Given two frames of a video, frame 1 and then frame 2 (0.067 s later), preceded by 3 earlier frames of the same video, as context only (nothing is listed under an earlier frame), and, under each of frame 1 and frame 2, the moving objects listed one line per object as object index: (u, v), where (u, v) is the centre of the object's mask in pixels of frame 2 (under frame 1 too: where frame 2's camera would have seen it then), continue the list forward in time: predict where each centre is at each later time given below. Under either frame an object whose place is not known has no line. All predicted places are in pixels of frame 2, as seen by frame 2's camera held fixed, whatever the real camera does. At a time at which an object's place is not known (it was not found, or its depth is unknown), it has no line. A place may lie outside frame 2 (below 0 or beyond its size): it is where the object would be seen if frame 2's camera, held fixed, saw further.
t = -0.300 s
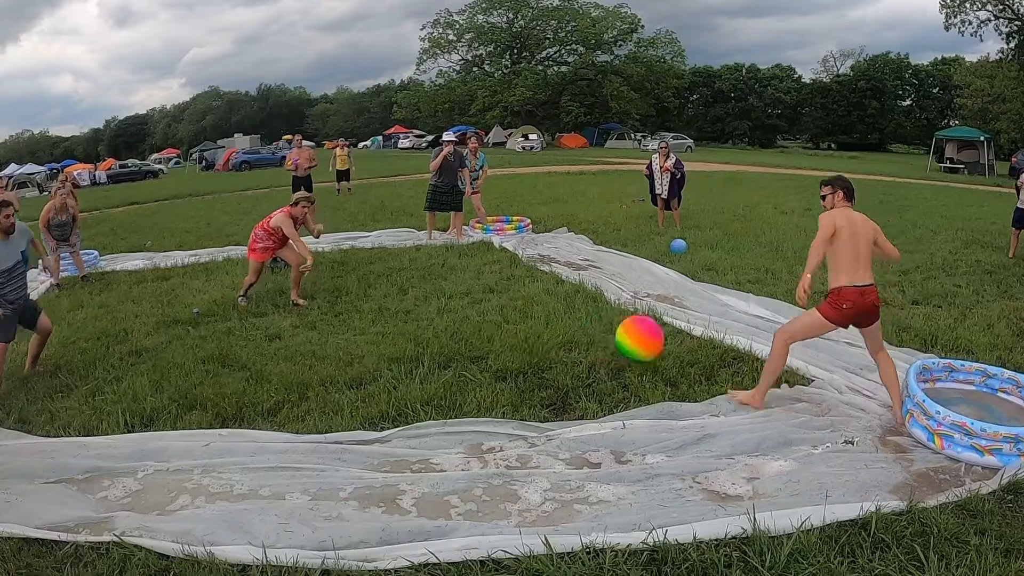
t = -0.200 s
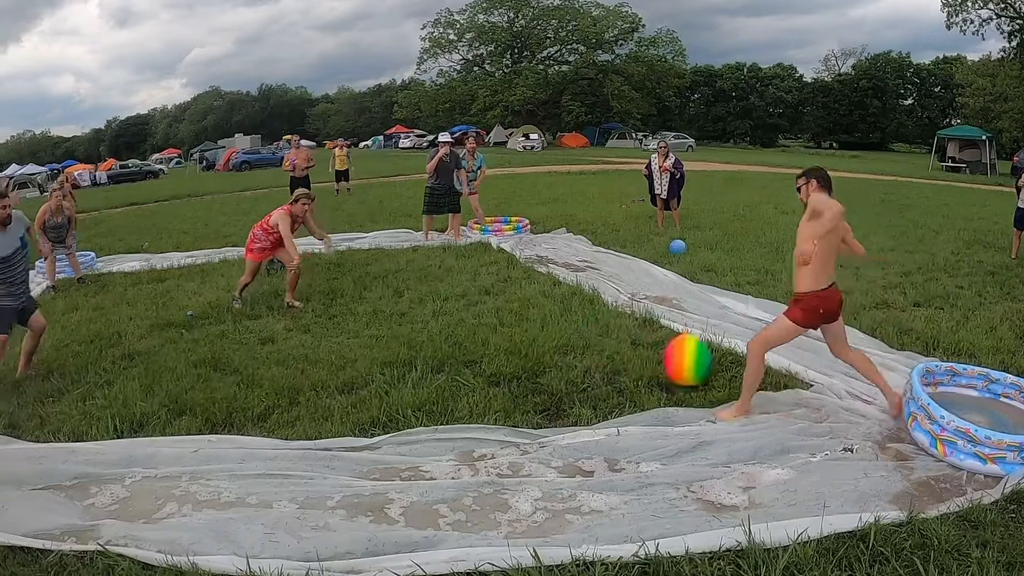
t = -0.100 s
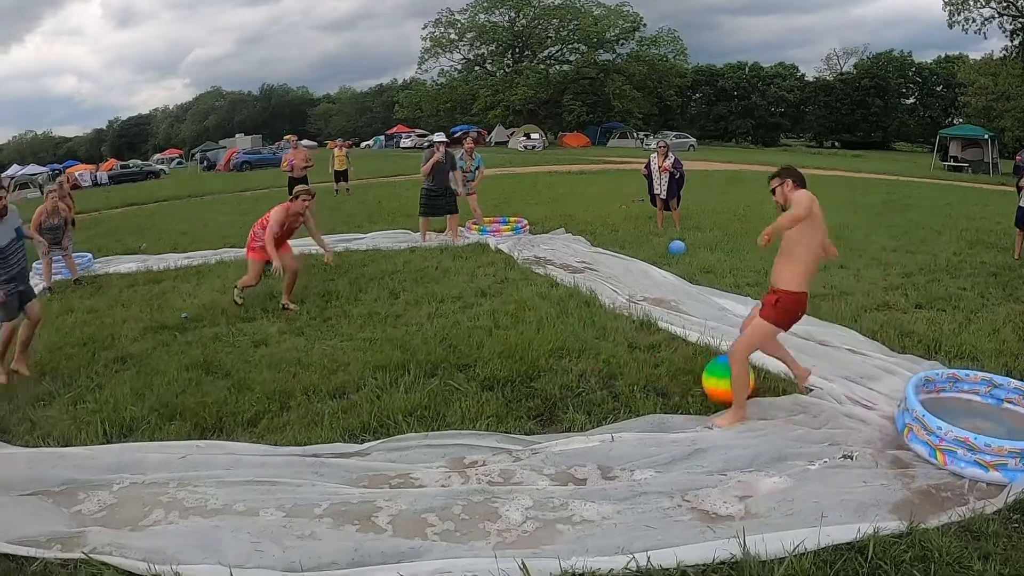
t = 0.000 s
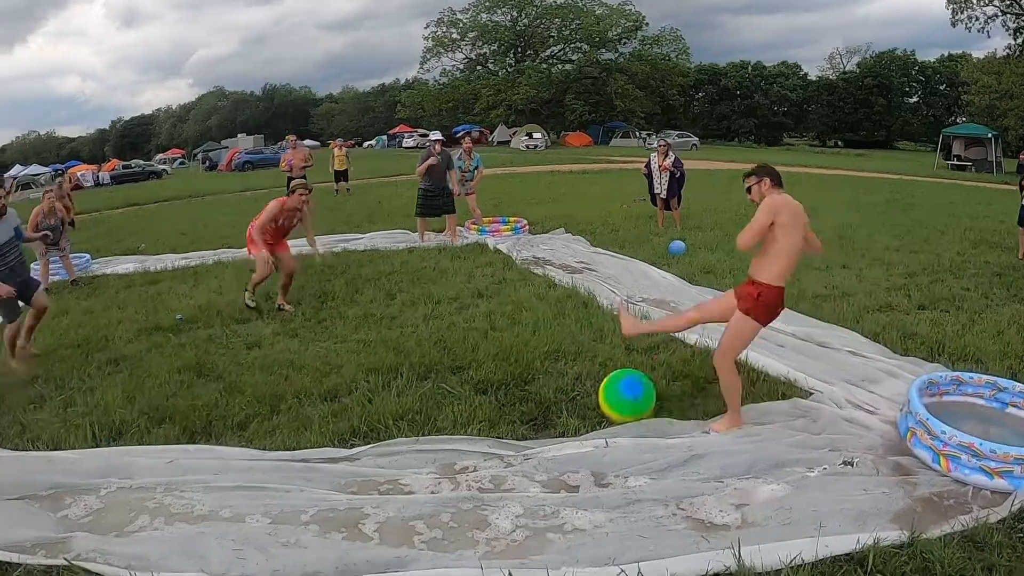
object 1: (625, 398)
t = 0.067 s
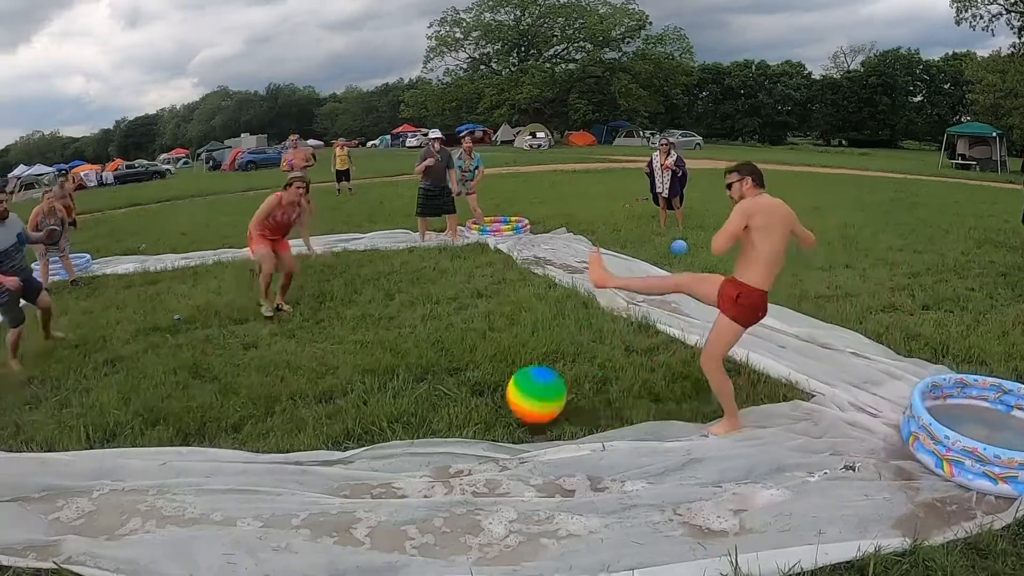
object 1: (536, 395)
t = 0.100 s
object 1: (491, 396)
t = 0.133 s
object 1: (447, 399)
